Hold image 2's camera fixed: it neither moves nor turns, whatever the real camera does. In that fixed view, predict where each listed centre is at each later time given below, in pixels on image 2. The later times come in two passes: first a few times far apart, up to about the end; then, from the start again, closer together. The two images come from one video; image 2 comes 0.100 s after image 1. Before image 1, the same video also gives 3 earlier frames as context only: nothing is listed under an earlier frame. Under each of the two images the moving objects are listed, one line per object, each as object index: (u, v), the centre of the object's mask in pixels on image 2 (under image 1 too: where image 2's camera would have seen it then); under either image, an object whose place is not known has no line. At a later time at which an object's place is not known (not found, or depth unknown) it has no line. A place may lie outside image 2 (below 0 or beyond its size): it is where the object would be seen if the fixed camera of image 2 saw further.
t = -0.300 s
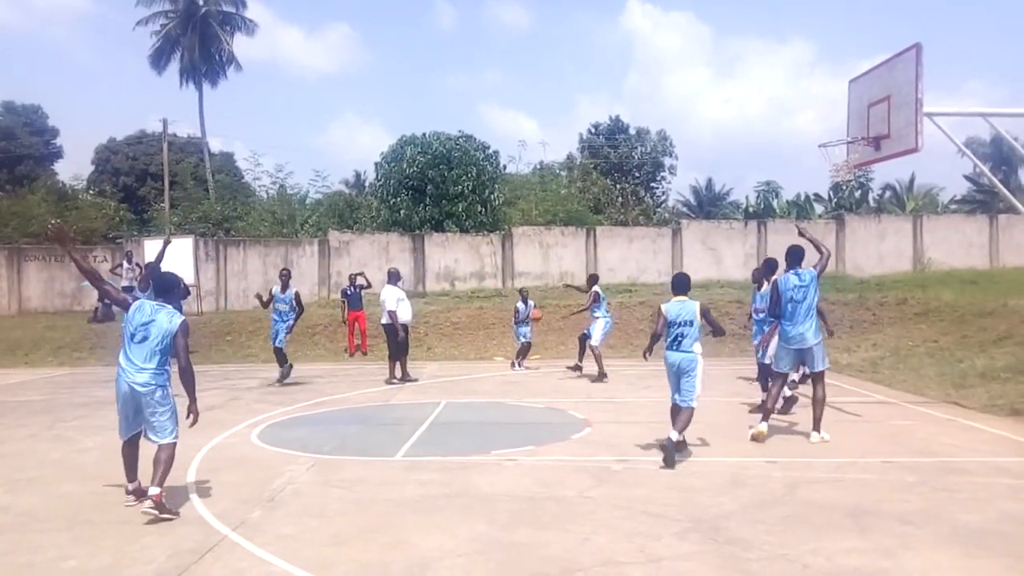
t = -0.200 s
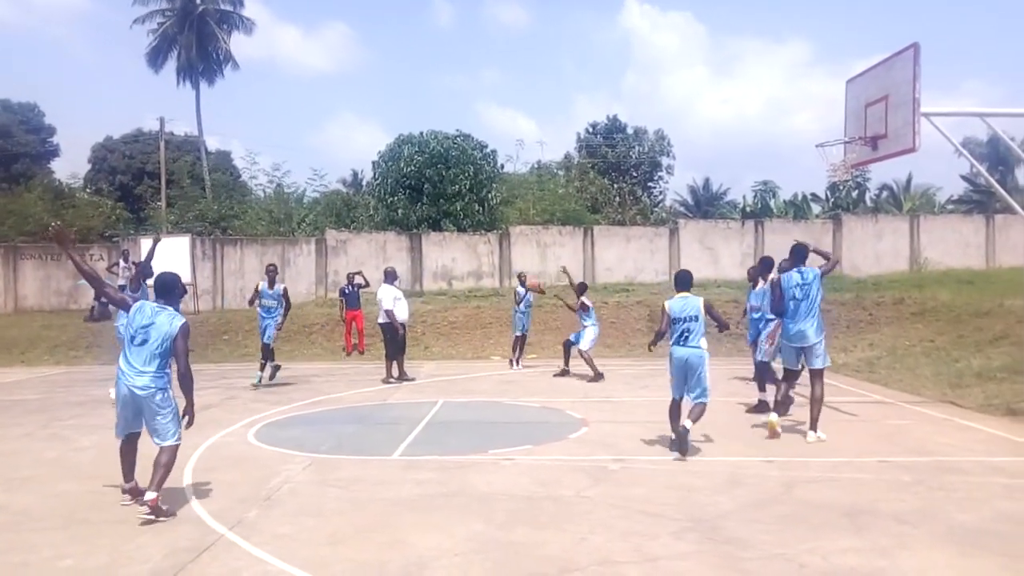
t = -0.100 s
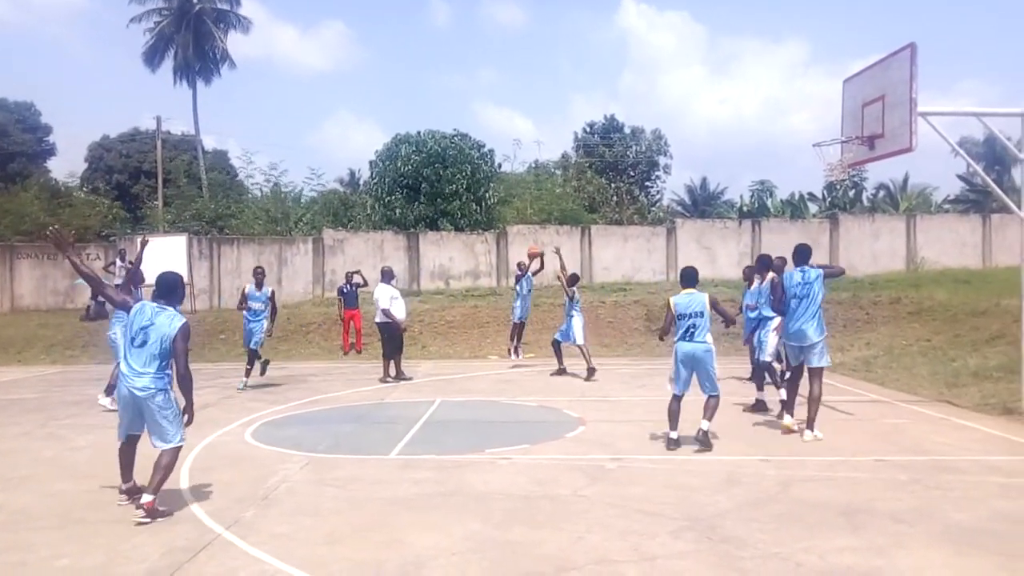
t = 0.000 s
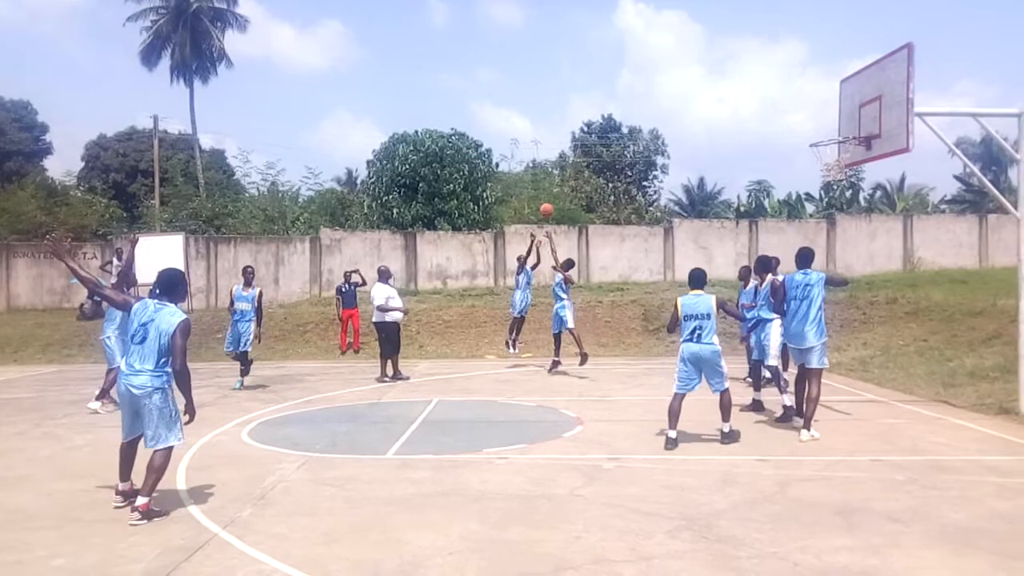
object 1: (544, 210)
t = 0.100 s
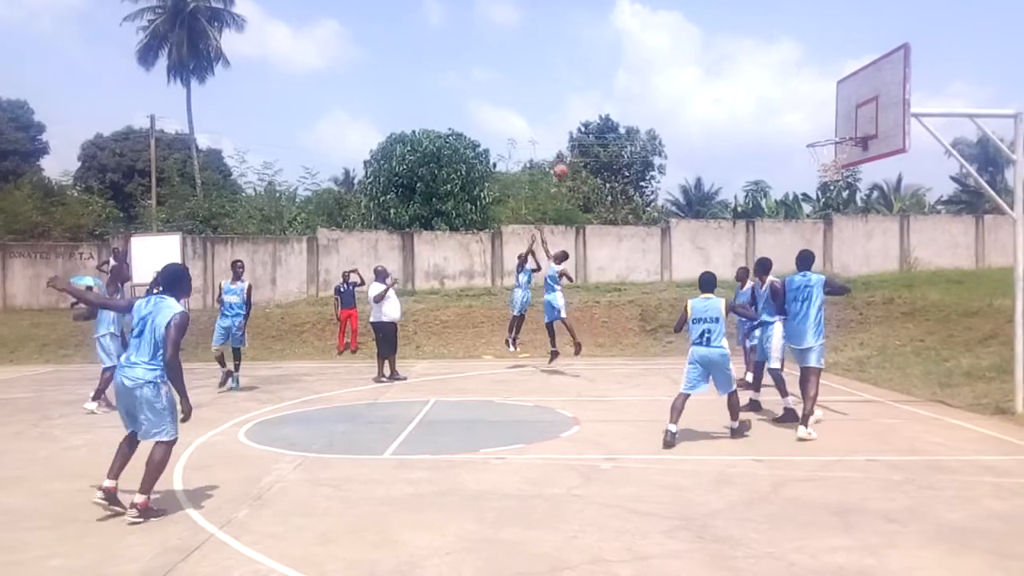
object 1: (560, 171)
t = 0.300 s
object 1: (597, 104)
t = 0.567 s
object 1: (656, 35)
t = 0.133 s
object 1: (568, 159)
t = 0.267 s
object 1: (591, 114)
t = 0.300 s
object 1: (597, 104)
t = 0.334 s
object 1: (604, 94)
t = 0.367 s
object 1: (611, 84)
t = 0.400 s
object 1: (618, 75)
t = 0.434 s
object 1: (625, 66)
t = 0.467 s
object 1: (632, 58)
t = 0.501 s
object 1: (640, 50)
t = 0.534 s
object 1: (648, 42)
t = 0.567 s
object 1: (656, 35)
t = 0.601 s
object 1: (665, 29)
